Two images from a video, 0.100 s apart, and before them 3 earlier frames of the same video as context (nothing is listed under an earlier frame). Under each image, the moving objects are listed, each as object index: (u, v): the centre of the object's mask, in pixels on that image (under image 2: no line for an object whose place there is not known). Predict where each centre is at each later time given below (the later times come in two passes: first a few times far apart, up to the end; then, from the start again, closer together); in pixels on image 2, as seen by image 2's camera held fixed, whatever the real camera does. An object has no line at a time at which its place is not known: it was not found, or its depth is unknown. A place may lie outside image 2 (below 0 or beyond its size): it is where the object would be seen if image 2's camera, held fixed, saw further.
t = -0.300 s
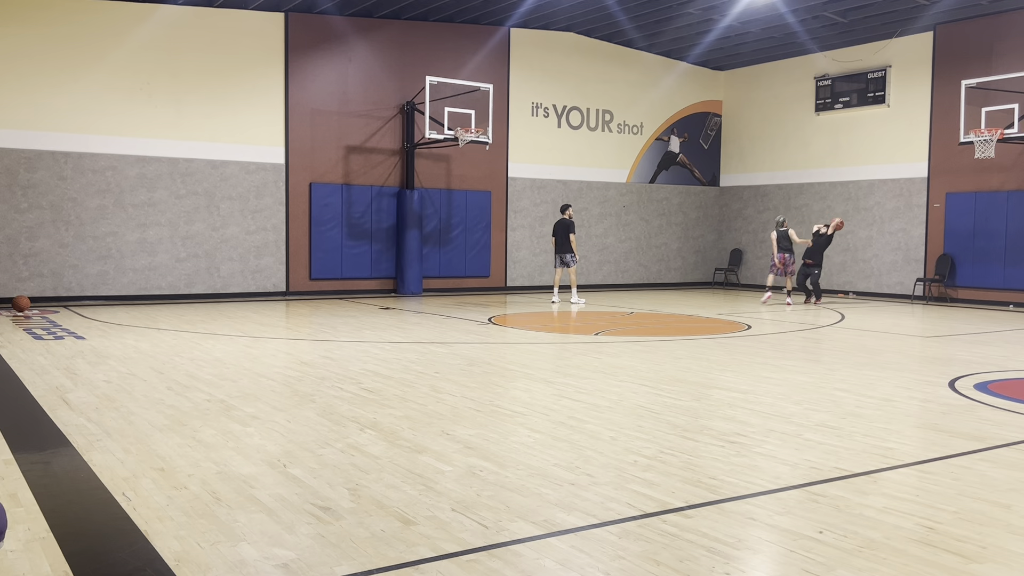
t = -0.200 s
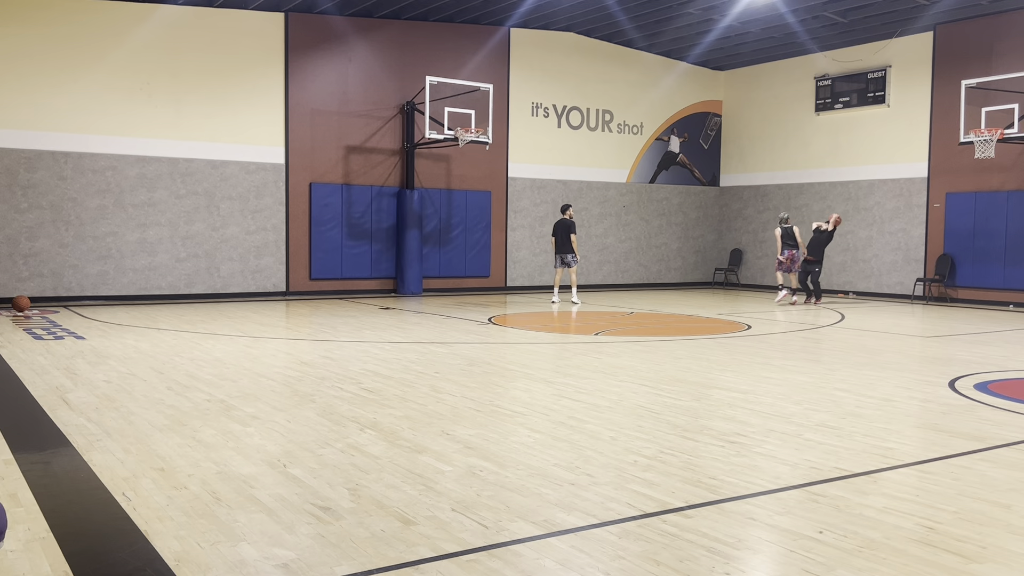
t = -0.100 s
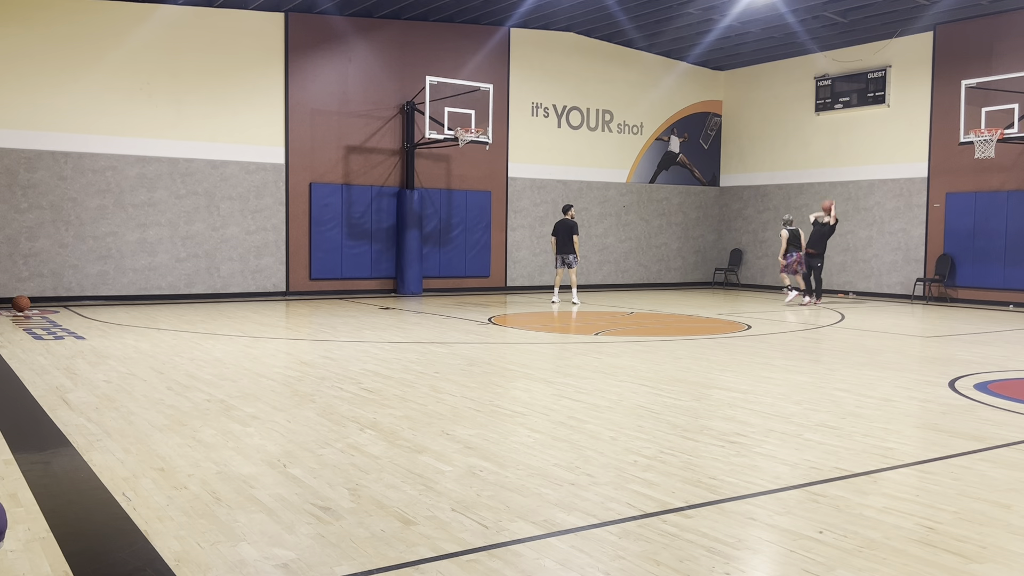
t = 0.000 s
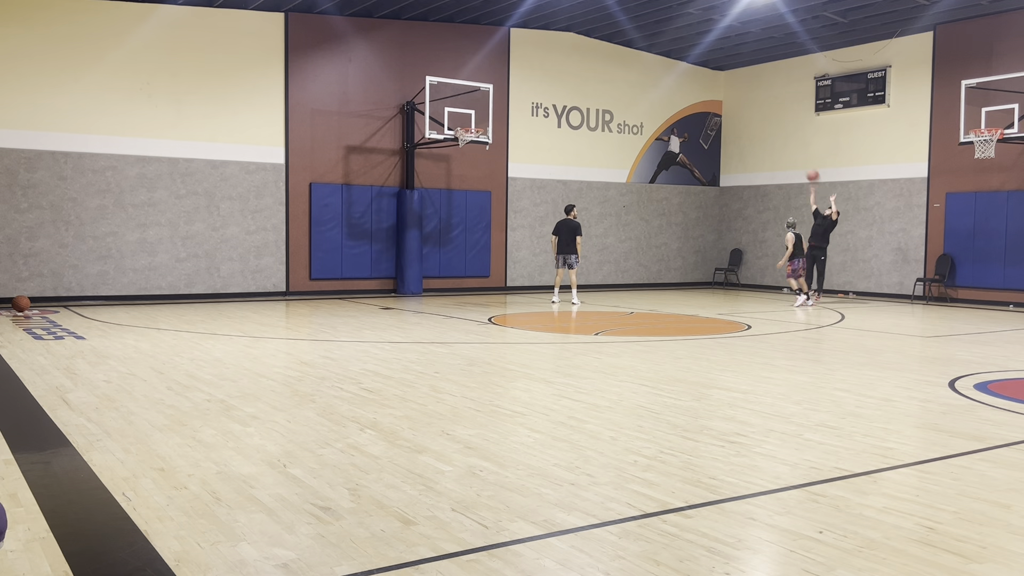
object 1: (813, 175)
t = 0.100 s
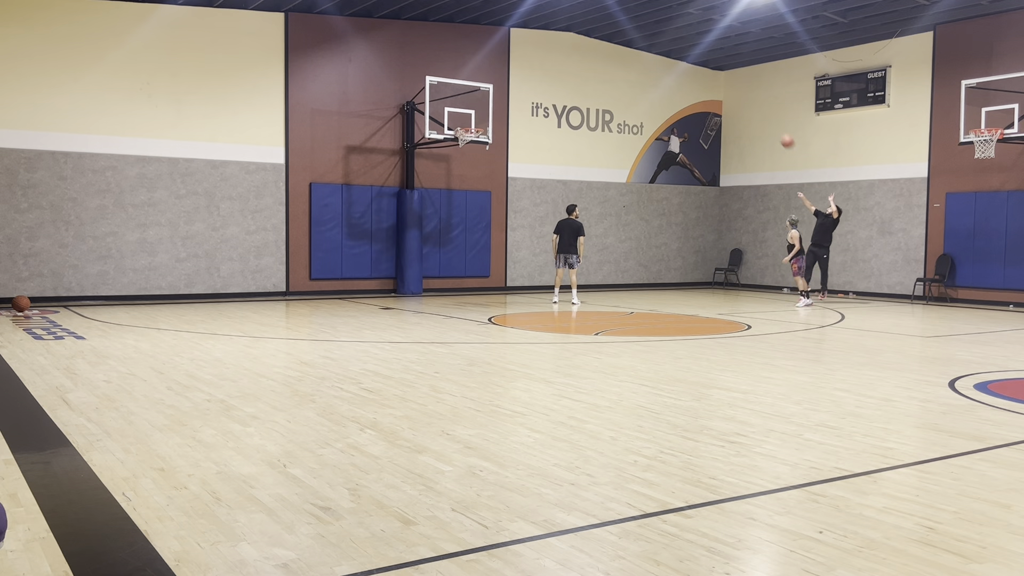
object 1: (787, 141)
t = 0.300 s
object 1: (737, 87)
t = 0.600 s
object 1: (660, 46)
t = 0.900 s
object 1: (580, 50)
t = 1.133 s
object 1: (519, 86)
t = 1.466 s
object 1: (431, 167)
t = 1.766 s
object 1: (358, 271)
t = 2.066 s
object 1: (305, 232)
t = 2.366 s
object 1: (256, 196)
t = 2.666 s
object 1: (209, 211)
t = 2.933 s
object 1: (168, 267)
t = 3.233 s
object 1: (133, 264)
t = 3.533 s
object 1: (103, 263)
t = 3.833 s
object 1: (72, 287)
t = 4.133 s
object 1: (40, 278)
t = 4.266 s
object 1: (25, 291)
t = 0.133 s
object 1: (779, 131)
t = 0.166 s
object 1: (769, 120)
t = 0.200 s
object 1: (761, 111)
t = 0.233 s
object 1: (753, 103)
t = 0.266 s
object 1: (745, 95)
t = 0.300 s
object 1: (737, 87)
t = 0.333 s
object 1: (728, 80)
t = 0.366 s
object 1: (720, 74)
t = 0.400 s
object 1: (712, 68)
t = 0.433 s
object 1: (703, 63)
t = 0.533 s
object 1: (678, 51)
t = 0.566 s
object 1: (668, 48)
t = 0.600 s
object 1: (660, 46)
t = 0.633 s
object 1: (651, 44)
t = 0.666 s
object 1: (642, 43)
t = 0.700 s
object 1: (633, 42)
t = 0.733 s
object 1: (625, 42)
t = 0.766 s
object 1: (616, 42)
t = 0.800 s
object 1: (607, 43)
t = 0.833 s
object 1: (598, 45)
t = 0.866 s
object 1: (589, 47)
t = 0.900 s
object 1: (580, 50)
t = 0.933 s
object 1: (571, 53)
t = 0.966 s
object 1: (563, 57)
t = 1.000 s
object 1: (554, 62)
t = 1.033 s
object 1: (545, 67)
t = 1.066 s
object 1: (537, 73)
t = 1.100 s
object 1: (527, 80)
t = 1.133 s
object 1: (519, 86)
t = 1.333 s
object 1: (463, 129)
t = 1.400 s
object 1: (448, 150)
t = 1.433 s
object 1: (440, 159)
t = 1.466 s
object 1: (431, 167)
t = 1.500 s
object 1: (424, 176)
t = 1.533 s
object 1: (415, 186)
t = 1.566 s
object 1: (407, 197)
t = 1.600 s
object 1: (399, 208)
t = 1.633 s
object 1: (391, 219)
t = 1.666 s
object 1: (382, 231)
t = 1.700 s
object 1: (374, 244)
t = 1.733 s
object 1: (365, 258)
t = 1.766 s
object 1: (358, 271)
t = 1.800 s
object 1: (349, 287)
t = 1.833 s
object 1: (341, 295)
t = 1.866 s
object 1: (337, 283)
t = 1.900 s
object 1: (332, 273)
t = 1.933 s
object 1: (326, 264)
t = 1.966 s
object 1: (321, 255)
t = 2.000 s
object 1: (315, 247)
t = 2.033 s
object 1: (310, 239)
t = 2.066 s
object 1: (305, 232)
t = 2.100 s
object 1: (299, 226)
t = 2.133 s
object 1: (293, 220)
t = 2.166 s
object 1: (288, 214)
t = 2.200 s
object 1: (283, 210)
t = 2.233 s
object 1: (278, 205)
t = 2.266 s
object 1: (272, 202)
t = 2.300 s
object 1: (267, 199)
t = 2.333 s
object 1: (261, 197)
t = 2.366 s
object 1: (256, 196)
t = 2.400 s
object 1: (251, 195)
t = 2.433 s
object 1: (246, 195)
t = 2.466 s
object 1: (240, 195)
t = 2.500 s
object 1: (235, 196)
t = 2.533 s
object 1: (230, 198)
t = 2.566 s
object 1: (224, 200)
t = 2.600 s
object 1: (219, 203)
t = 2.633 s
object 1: (214, 207)
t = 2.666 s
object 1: (209, 211)
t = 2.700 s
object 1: (203, 216)
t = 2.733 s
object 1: (198, 222)
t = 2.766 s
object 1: (193, 228)
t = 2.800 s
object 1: (188, 234)
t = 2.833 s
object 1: (183, 241)
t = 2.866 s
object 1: (178, 249)
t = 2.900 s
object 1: (173, 258)
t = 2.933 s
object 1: (168, 267)
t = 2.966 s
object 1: (162, 277)
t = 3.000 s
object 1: (157, 288)
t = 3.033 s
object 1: (153, 293)
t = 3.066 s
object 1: (149, 287)
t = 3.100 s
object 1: (146, 281)
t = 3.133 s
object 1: (143, 276)
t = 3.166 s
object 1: (140, 271)
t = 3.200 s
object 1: (137, 267)
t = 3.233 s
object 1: (133, 264)
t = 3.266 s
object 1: (130, 261)
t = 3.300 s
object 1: (127, 259)
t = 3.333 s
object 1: (123, 258)
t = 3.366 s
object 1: (120, 257)
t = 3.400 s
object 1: (116, 257)
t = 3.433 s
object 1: (113, 258)
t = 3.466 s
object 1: (110, 259)
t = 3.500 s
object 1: (106, 260)
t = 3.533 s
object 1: (103, 263)
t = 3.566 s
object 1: (99, 266)
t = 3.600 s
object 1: (96, 270)
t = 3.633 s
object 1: (93, 275)
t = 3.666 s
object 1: (89, 280)
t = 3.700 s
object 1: (86, 285)
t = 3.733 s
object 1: (82, 292)
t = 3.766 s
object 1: (78, 296)
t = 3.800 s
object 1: (75, 292)
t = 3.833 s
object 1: (72, 287)
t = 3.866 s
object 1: (68, 283)
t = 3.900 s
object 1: (65, 281)
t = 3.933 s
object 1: (61, 278)
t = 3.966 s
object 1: (57, 276)
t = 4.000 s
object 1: (54, 275)
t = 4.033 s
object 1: (50, 275)
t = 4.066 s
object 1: (47, 275)
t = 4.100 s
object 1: (43, 276)
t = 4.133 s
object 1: (40, 278)
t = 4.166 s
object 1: (36, 280)
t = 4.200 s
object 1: (33, 283)
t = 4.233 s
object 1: (29, 287)
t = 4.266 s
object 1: (25, 291)
